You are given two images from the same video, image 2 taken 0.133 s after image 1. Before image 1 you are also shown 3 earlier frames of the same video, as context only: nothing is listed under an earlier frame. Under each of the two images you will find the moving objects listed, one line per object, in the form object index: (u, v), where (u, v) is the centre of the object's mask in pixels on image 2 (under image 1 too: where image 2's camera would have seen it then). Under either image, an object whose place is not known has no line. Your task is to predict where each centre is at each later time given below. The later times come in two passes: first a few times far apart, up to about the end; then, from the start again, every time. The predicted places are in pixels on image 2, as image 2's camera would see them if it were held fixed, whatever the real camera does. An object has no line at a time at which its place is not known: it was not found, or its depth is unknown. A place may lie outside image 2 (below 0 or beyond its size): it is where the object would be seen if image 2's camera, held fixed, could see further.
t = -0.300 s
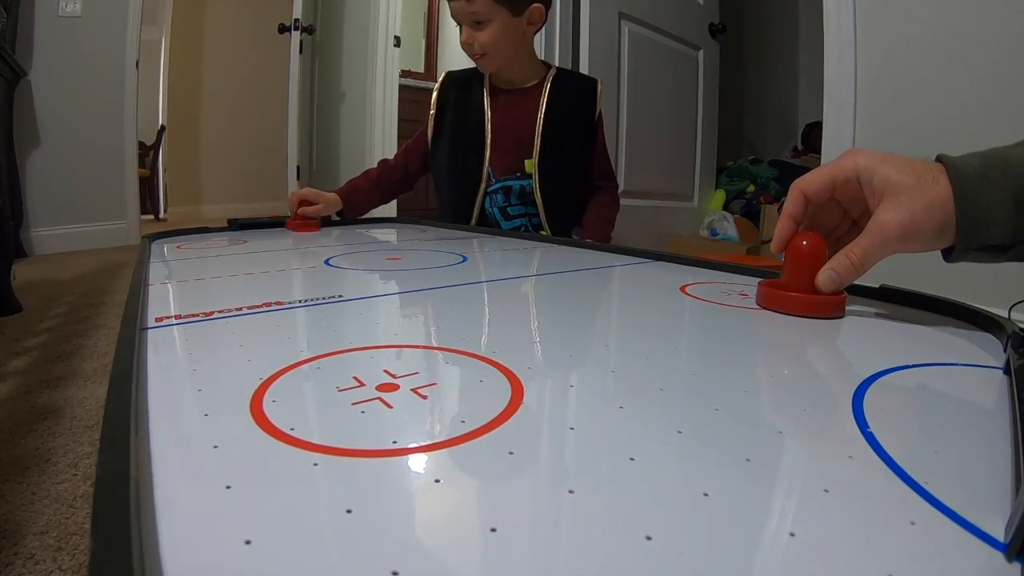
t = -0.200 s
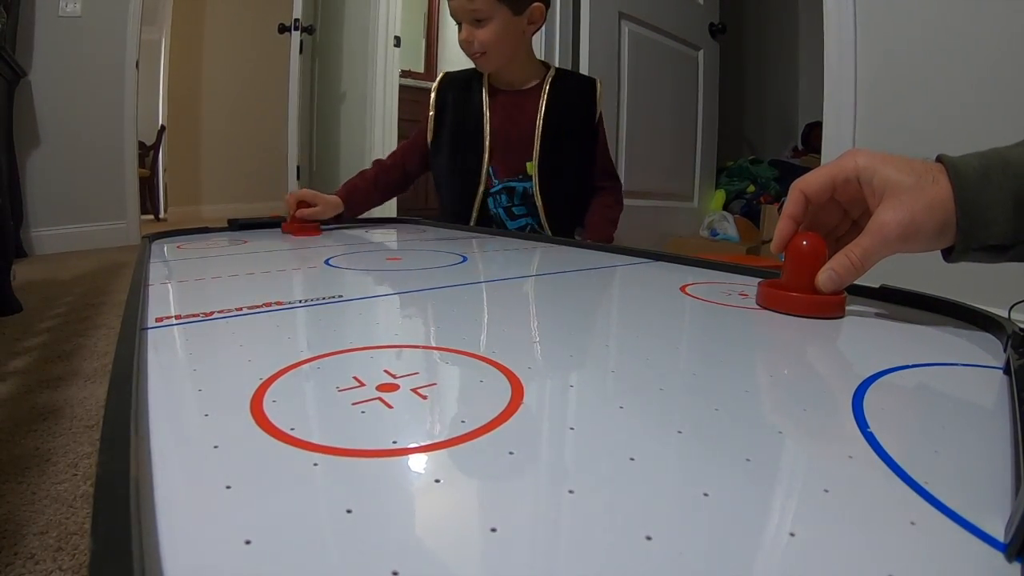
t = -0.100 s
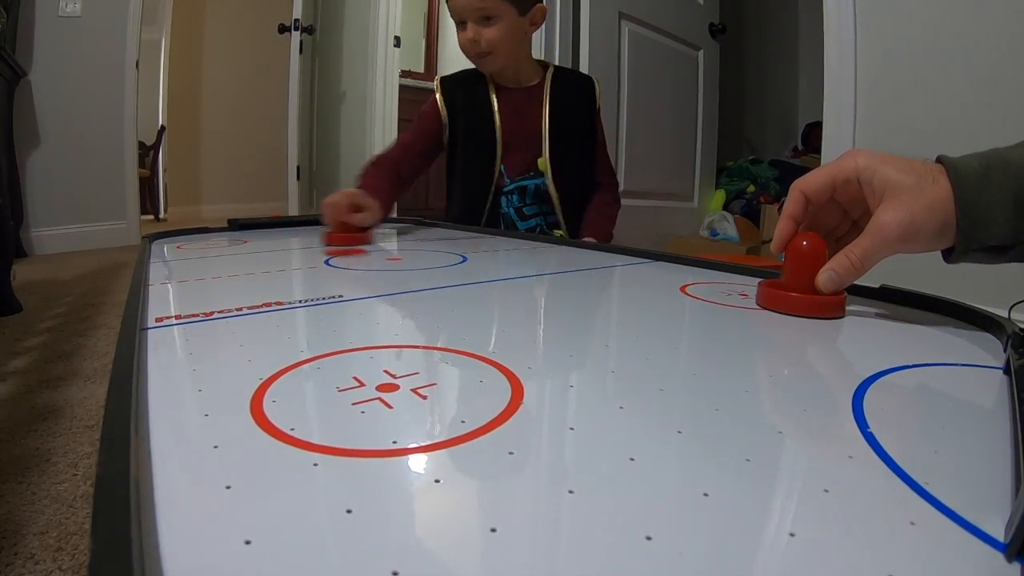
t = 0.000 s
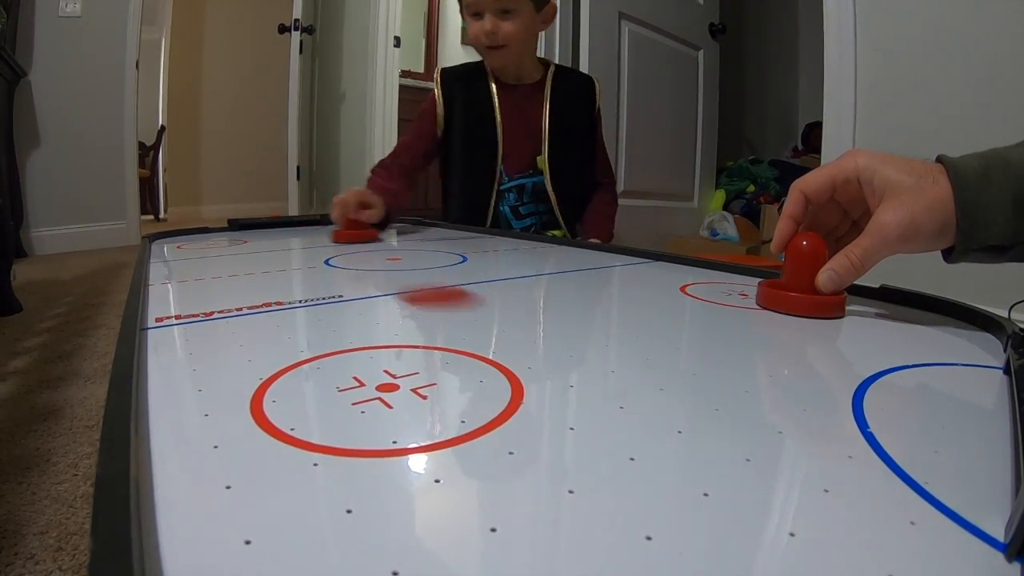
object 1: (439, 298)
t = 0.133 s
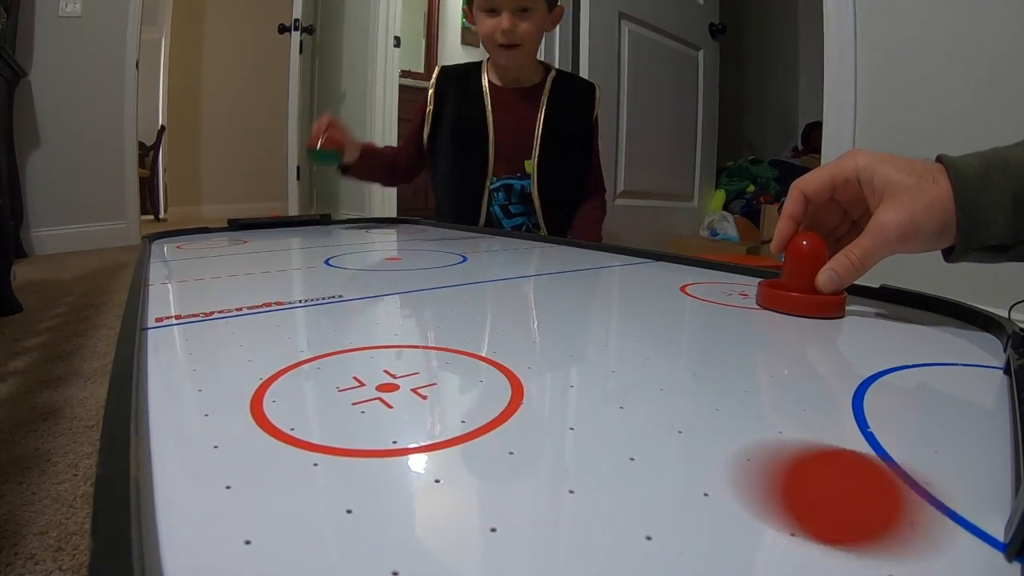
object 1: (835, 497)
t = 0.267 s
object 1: (447, 364)
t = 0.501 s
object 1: (239, 280)
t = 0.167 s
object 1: (713, 458)
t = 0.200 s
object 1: (594, 417)
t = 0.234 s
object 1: (510, 387)
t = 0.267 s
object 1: (447, 364)
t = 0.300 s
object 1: (397, 345)
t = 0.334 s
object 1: (356, 328)
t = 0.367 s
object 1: (324, 315)
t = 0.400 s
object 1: (295, 303)
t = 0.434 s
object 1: (273, 295)
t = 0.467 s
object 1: (255, 287)
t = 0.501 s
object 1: (239, 280)
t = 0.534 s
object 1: (225, 275)
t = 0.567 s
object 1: (213, 270)
